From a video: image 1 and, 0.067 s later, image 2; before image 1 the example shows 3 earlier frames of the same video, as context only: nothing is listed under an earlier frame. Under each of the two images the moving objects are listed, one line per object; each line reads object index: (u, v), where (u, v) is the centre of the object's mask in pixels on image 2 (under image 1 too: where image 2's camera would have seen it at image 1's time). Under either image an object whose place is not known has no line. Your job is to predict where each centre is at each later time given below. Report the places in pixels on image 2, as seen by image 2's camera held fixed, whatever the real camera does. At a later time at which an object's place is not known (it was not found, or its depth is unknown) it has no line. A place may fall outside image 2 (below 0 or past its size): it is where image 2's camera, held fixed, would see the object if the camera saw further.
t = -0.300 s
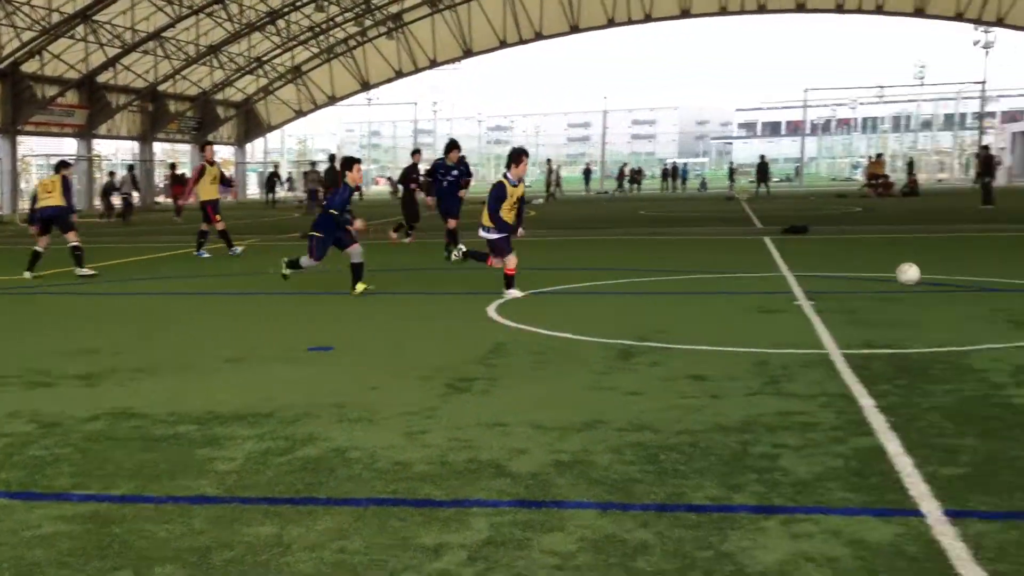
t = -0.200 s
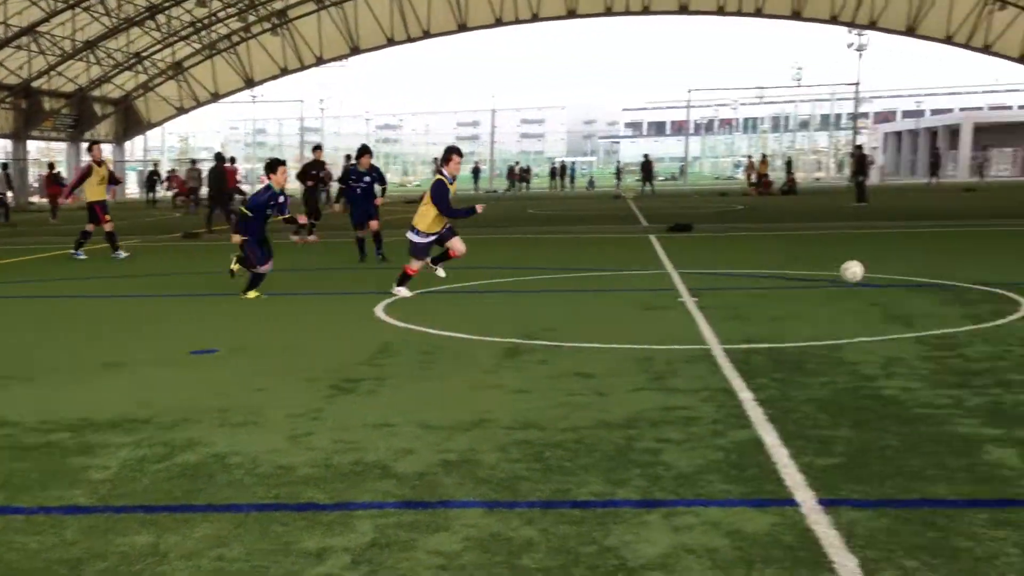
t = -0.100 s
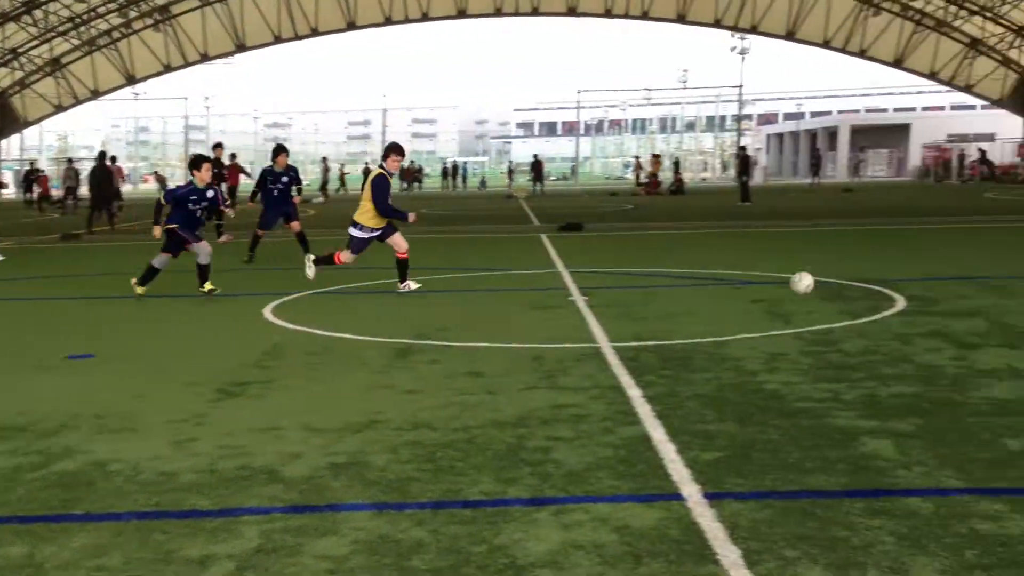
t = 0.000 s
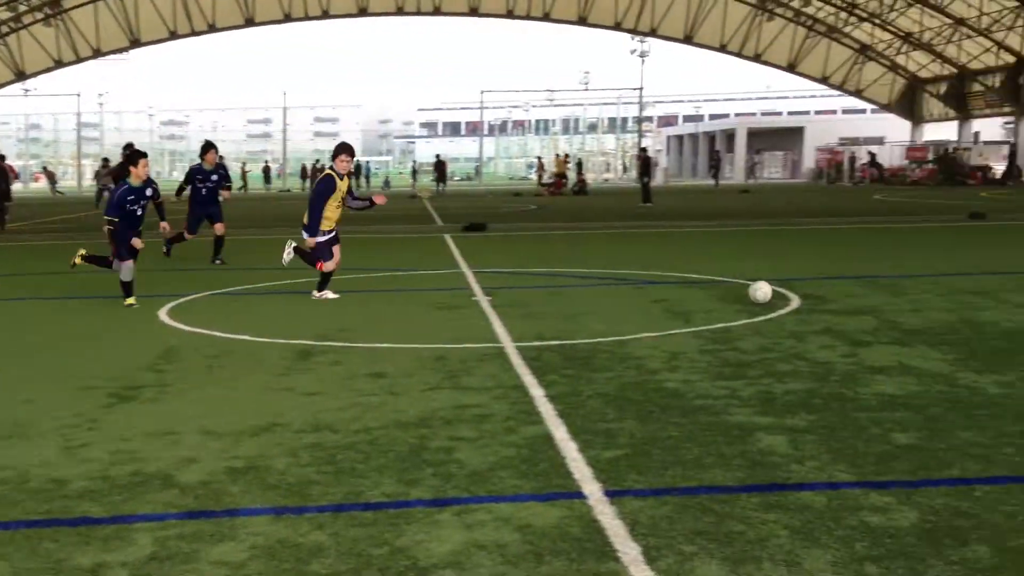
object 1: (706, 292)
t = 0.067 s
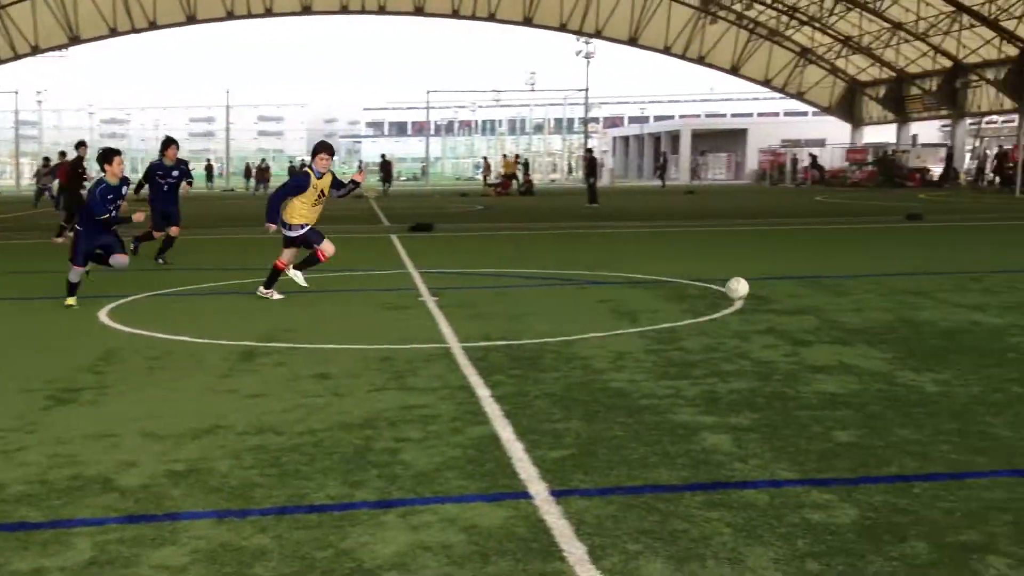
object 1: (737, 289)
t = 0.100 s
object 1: (753, 288)
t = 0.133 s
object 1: (769, 290)
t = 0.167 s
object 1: (785, 294)
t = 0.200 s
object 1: (800, 297)
